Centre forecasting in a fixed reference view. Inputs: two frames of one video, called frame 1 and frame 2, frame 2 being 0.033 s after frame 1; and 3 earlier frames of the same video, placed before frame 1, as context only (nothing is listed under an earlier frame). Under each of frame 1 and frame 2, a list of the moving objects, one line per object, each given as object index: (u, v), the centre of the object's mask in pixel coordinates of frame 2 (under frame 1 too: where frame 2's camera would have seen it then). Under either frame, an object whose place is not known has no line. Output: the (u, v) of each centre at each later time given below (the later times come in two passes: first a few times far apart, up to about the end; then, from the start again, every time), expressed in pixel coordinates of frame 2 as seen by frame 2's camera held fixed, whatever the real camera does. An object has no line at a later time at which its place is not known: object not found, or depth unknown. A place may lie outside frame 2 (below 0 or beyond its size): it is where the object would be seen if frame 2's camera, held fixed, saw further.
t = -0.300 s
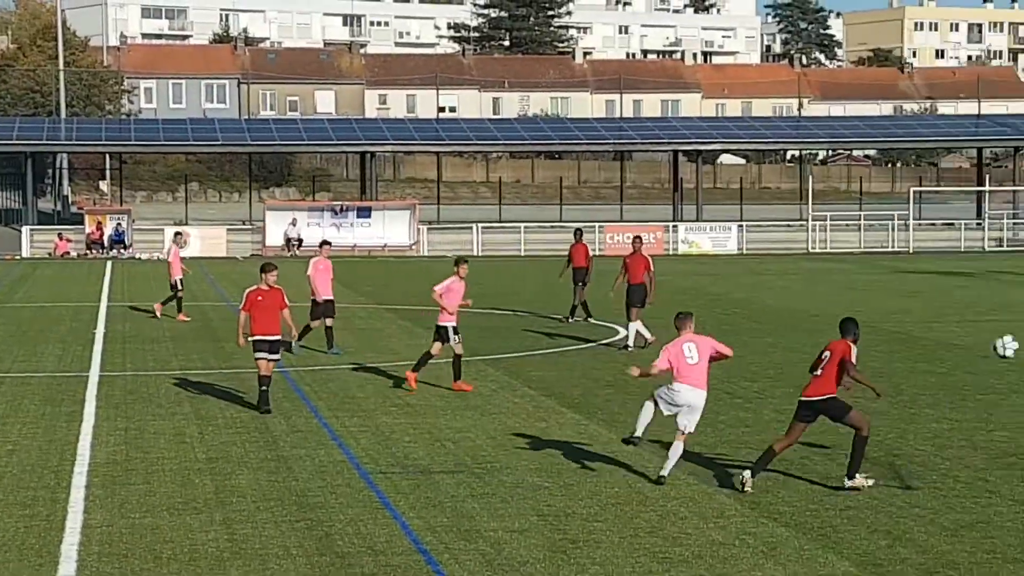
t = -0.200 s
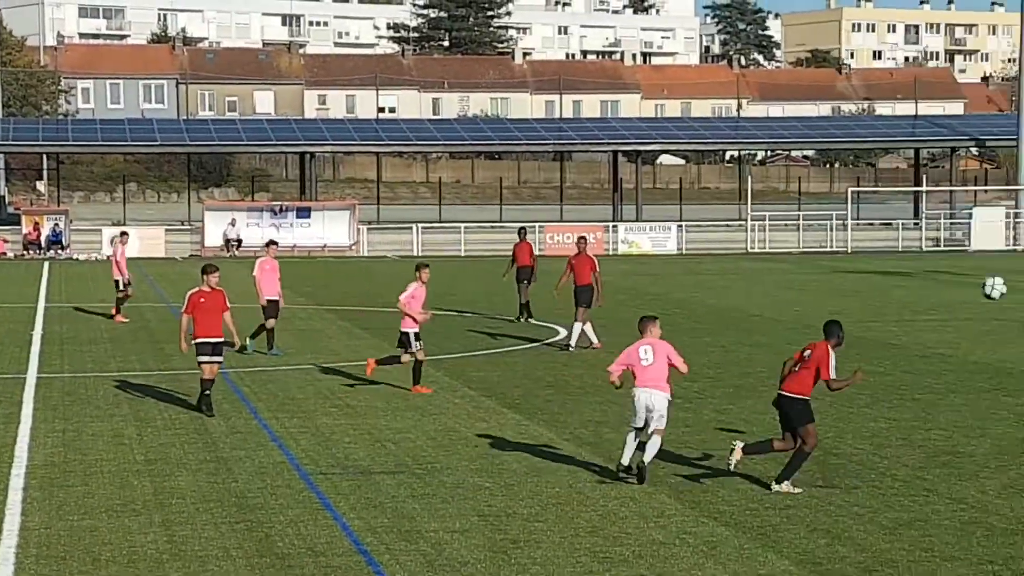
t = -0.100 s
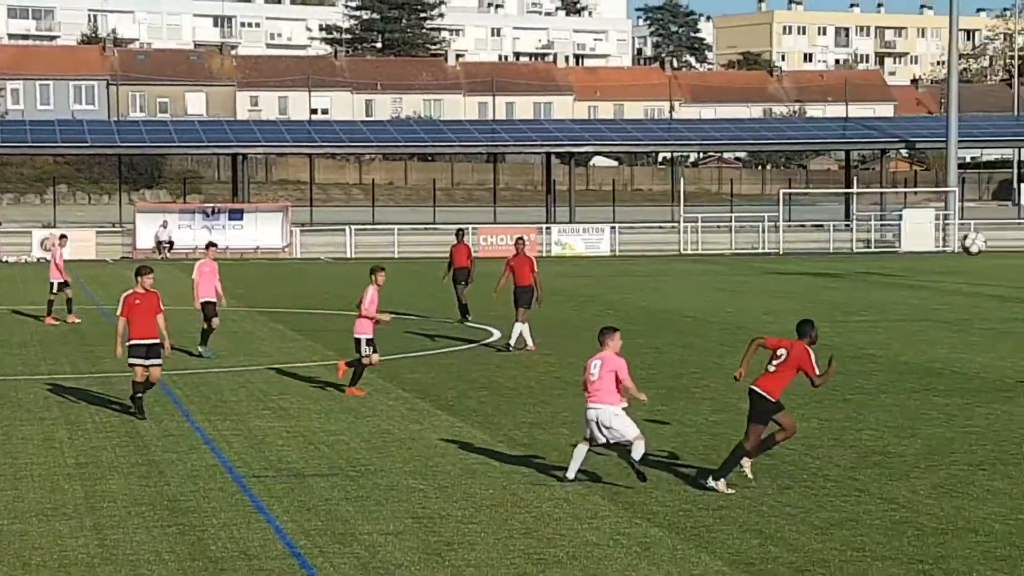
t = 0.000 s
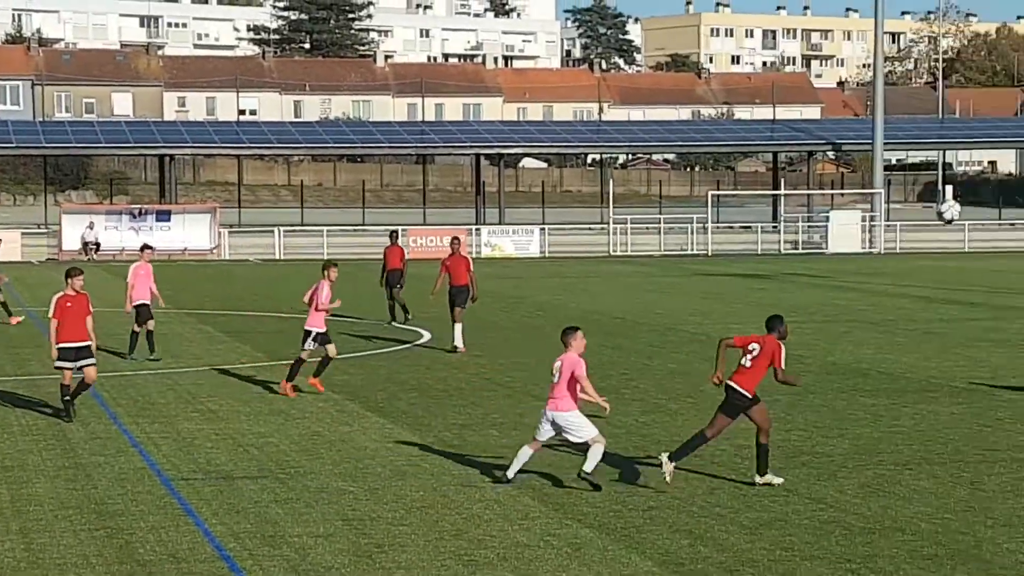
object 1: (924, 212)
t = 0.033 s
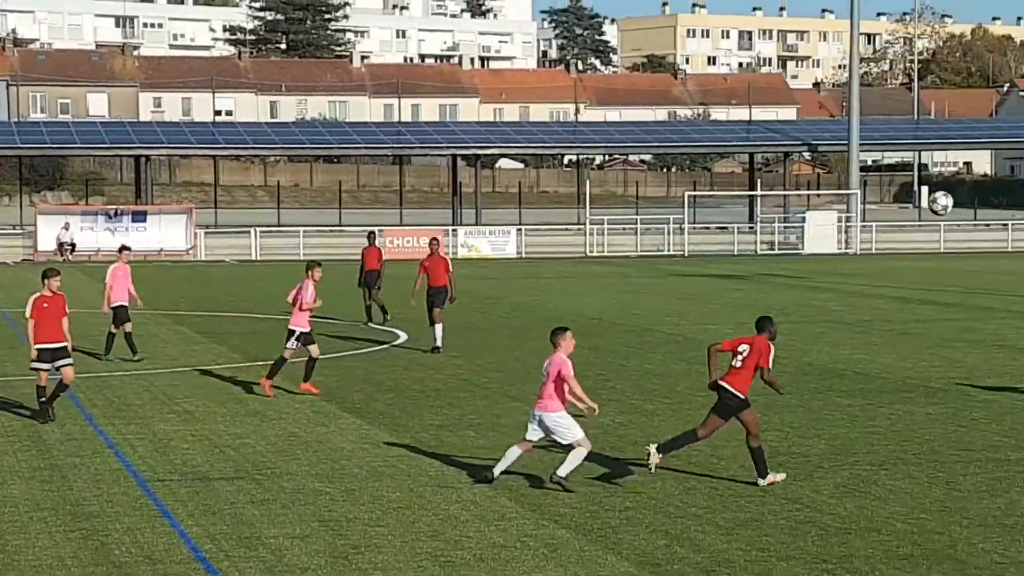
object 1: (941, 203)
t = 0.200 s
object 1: (1022, 180)
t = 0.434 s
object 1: (1137, 203)
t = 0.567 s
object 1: (1200, 245)
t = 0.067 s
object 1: (956, 196)
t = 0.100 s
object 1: (973, 190)
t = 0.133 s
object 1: (990, 186)
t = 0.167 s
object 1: (1007, 182)
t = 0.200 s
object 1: (1022, 180)
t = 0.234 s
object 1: (1039, 180)
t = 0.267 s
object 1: (1055, 180)
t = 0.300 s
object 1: (1071, 182)
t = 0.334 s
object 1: (1088, 185)
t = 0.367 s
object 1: (1105, 190)
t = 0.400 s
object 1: (1121, 196)
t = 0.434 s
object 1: (1137, 203)
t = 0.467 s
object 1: (1152, 211)
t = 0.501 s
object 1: (1169, 222)
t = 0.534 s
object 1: (1184, 233)
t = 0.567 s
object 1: (1200, 245)
